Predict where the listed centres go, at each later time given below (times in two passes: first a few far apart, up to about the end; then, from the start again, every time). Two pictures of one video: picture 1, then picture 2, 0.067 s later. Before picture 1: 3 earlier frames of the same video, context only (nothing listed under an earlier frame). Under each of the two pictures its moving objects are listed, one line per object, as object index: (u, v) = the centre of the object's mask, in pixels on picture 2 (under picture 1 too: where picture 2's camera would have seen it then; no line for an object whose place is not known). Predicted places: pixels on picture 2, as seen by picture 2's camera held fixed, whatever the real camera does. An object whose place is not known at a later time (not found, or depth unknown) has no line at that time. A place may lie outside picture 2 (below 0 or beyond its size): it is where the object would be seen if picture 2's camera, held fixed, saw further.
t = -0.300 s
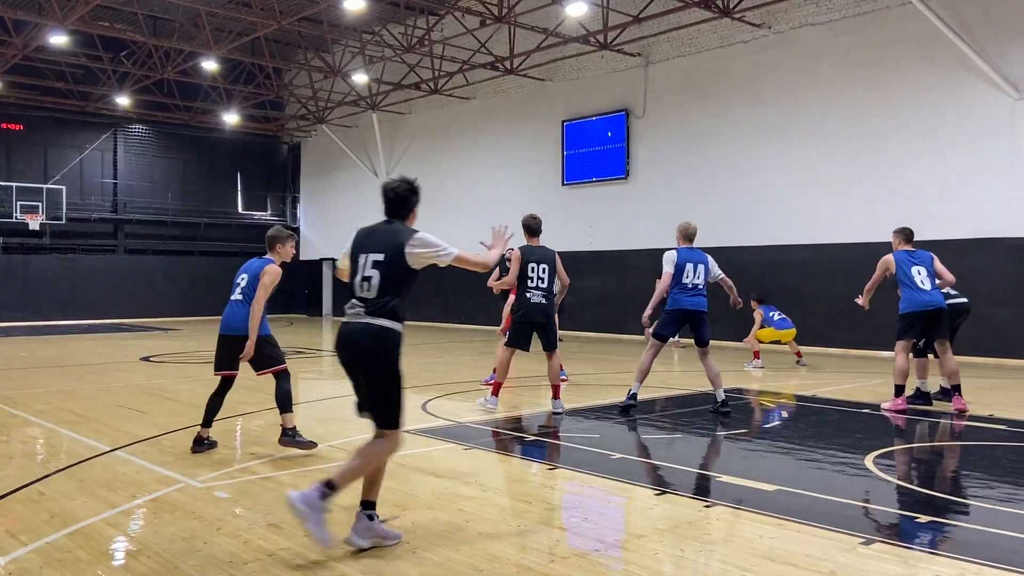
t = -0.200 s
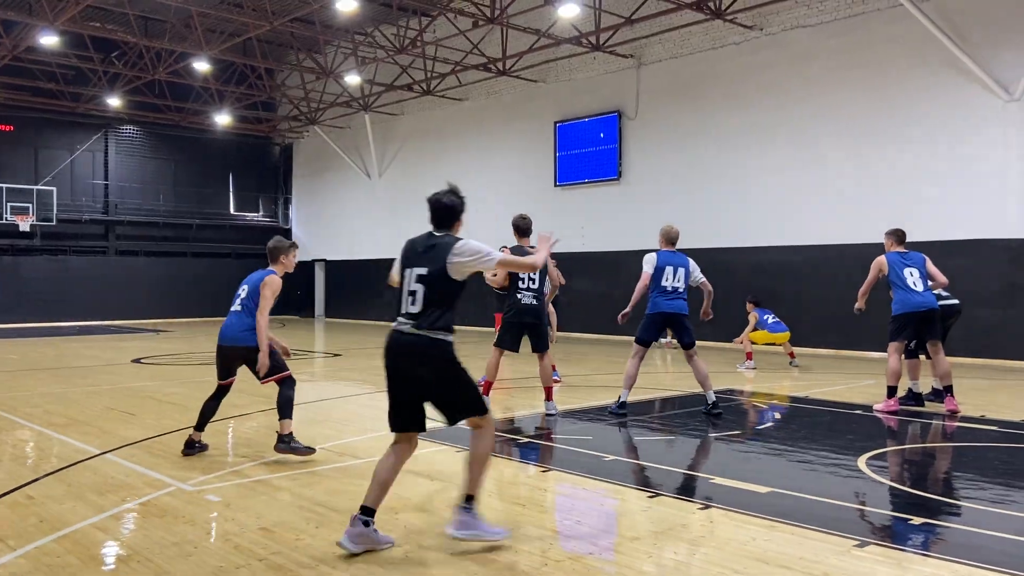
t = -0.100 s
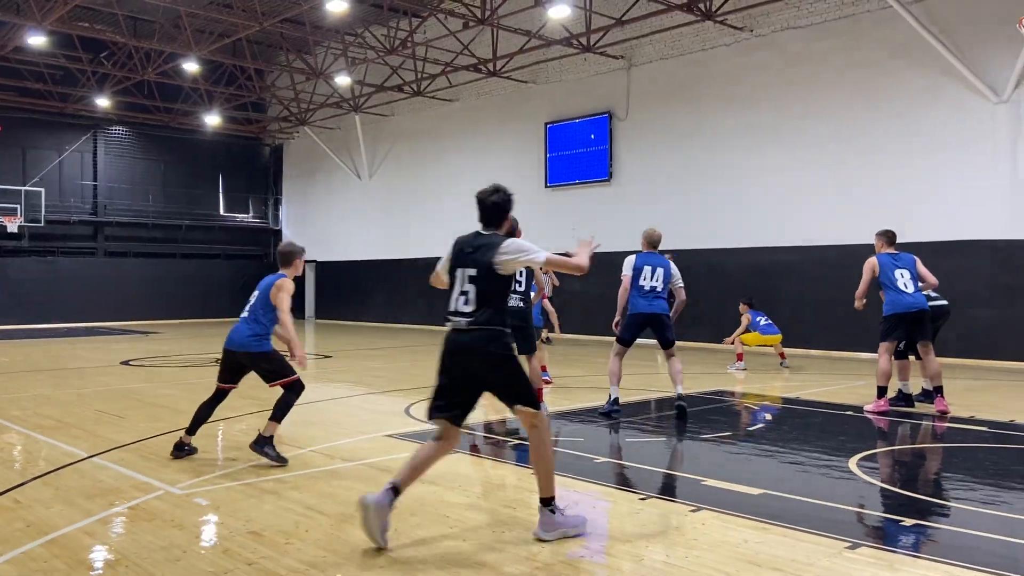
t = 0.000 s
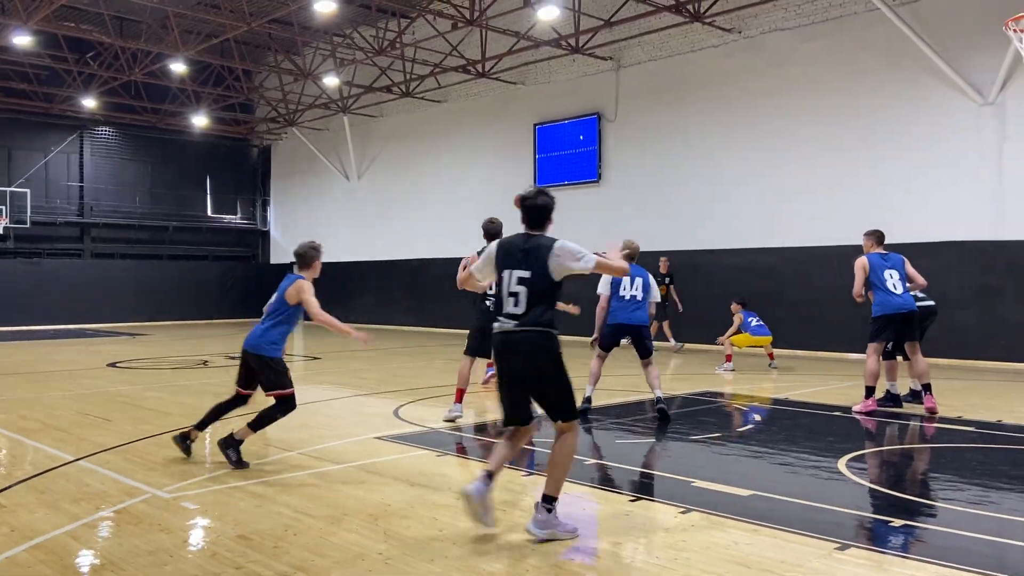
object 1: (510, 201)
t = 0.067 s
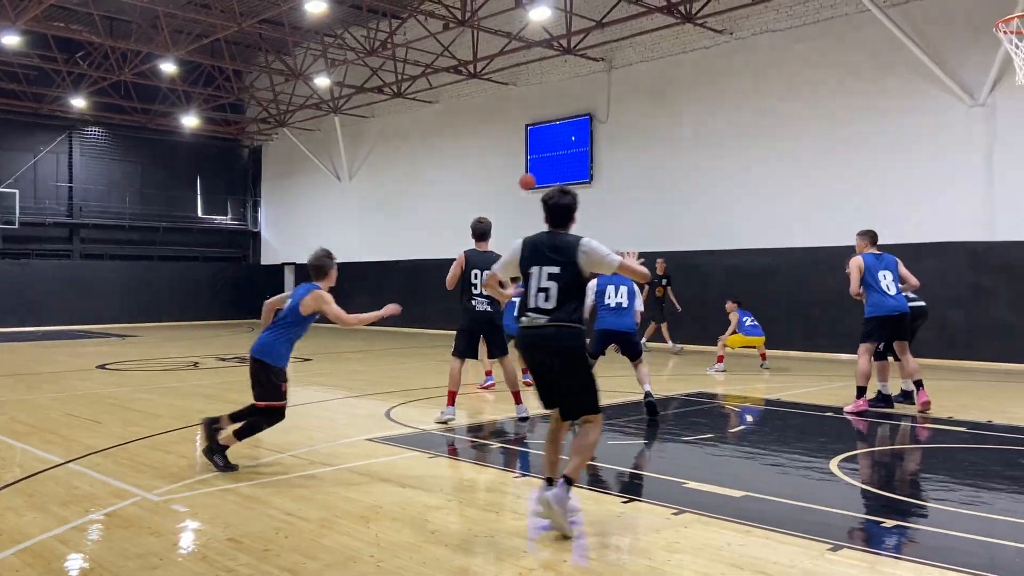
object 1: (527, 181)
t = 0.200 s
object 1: (561, 144)
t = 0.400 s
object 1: (623, 99)
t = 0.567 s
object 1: (700, 83)
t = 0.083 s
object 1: (531, 177)
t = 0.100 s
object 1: (535, 172)
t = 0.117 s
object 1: (539, 167)
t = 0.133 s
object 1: (543, 162)
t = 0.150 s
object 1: (547, 157)
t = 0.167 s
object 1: (551, 153)
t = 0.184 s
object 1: (556, 148)
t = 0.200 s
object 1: (561, 144)
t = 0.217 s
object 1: (565, 140)
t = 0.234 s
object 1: (568, 134)
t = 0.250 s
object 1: (573, 130)
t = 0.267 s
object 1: (578, 125)
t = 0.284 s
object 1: (584, 121)
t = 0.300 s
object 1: (589, 118)
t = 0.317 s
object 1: (594, 114)
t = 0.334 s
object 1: (600, 110)
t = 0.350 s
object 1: (606, 108)
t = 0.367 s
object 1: (611, 105)
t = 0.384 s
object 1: (617, 102)
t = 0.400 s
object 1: (623, 99)
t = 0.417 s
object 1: (630, 97)
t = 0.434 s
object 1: (637, 94)
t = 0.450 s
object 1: (644, 93)
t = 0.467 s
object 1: (651, 91)
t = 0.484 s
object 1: (658, 89)
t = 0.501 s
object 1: (666, 88)
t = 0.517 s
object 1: (675, 84)
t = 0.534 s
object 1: (683, 84)
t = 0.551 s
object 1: (691, 83)
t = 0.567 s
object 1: (700, 83)
